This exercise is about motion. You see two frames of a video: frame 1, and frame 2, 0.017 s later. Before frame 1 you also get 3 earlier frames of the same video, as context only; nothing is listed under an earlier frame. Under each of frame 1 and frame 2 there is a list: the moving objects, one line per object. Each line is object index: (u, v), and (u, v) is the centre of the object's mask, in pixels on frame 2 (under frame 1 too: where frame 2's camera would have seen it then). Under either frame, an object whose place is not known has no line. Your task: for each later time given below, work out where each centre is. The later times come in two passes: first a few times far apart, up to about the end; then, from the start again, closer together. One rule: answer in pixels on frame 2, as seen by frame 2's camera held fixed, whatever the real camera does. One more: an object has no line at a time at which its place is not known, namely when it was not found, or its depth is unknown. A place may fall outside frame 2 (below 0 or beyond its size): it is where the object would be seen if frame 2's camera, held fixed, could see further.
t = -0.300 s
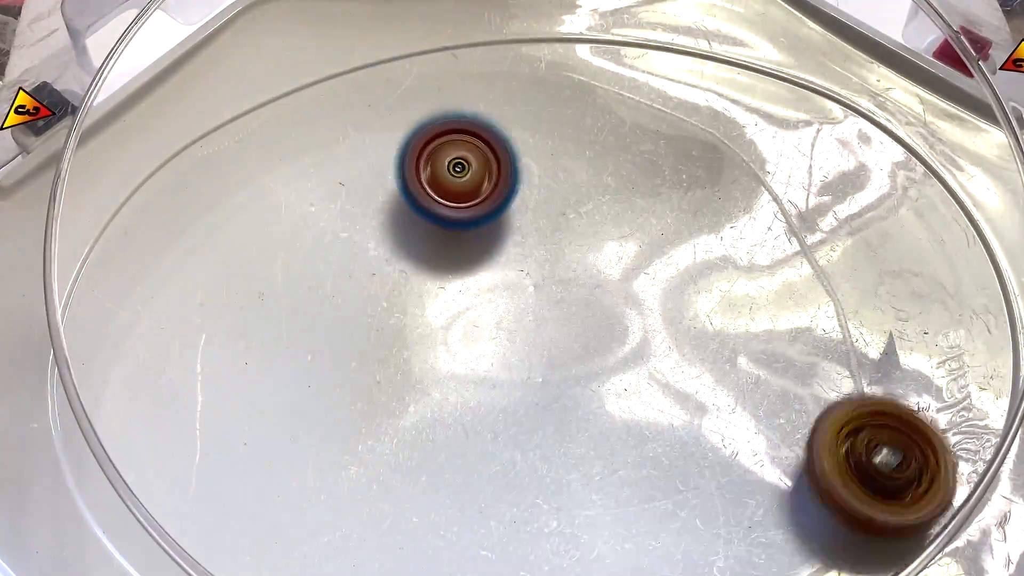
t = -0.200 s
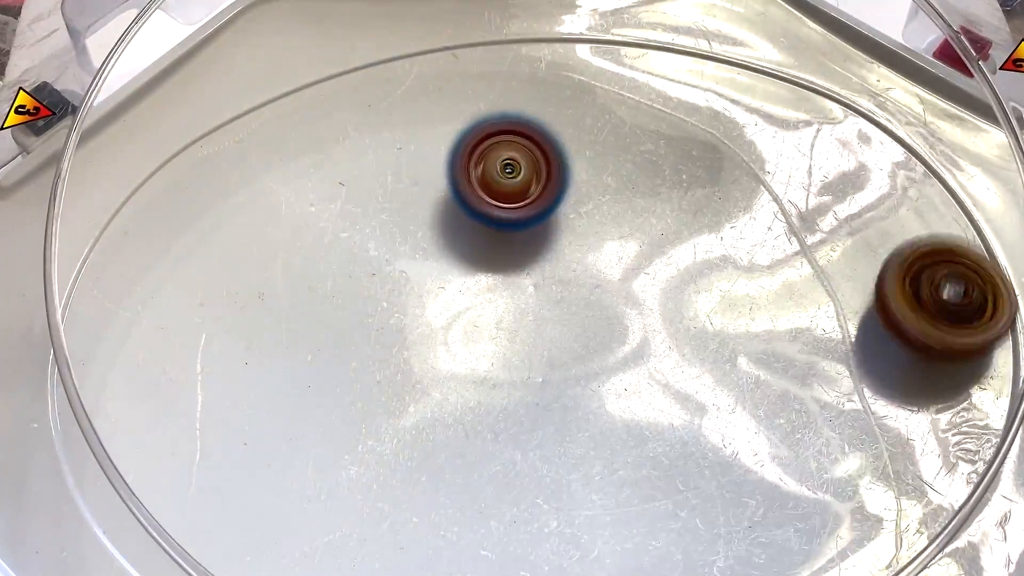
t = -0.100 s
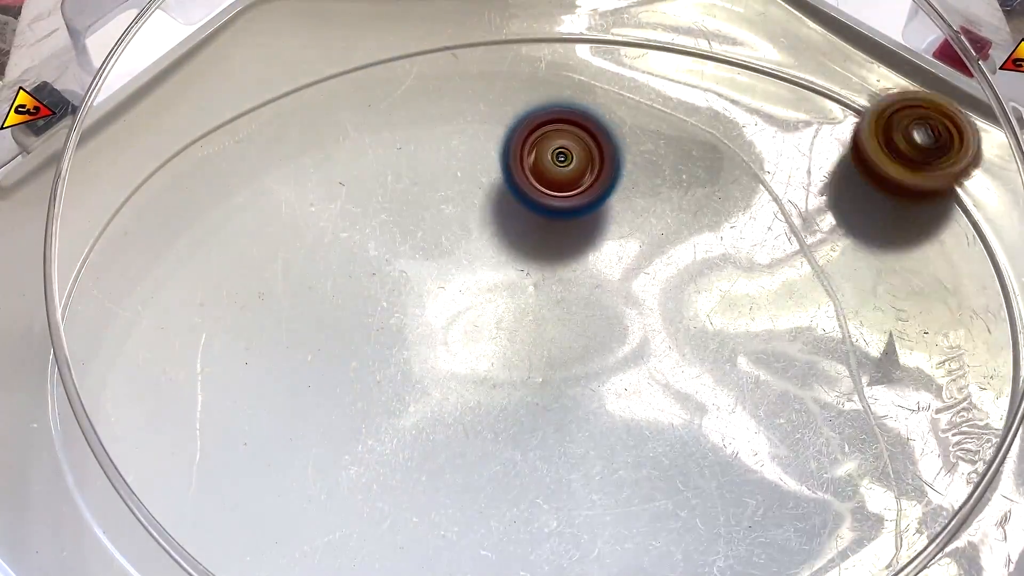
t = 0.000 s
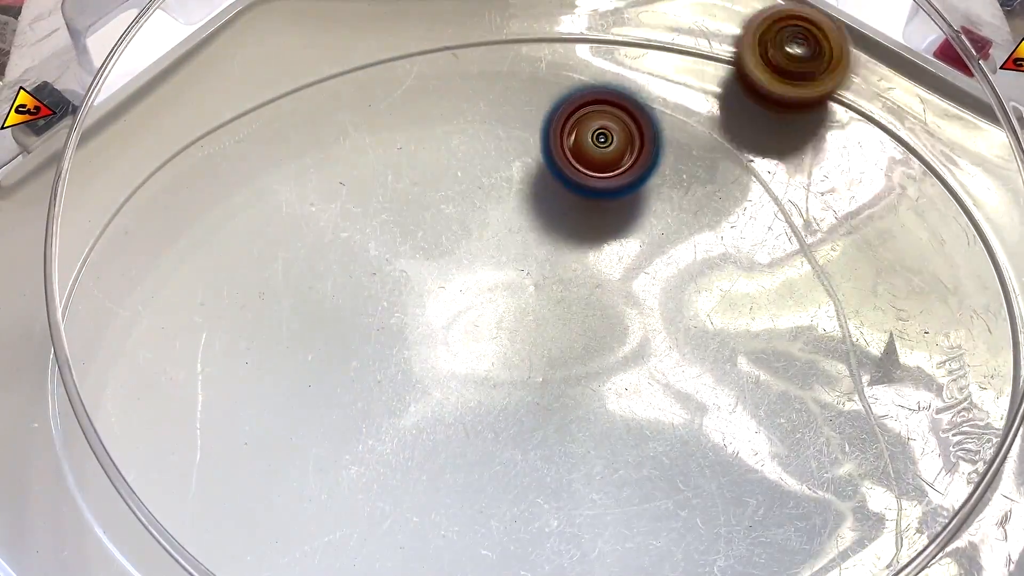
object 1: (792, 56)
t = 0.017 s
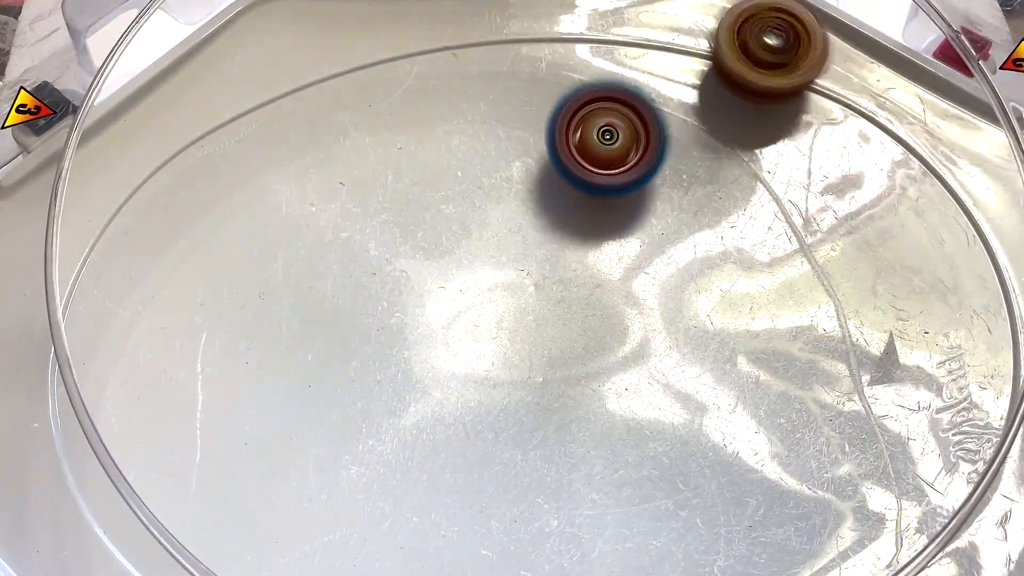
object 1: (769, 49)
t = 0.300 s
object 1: (408, 52)
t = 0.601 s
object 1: (307, 235)
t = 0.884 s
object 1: (485, 420)
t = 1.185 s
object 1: (897, 363)
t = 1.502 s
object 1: (890, 424)
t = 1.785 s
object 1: (809, 438)
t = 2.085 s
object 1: (677, 442)
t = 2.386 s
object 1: (543, 421)
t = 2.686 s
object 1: (353, 378)
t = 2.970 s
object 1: (238, 340)
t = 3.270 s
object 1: (222, 328)
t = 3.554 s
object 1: (265, 301)
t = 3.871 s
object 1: (378, 273)
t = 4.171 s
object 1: (543, 275)
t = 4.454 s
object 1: (685, 236)
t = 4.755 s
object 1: (759, 218)
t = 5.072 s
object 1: (809, 268)
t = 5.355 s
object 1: (817, 278)
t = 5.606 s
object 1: (795, 333)
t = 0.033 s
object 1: (746, 43)
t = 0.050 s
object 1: (721, 39)
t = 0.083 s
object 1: (673, 34)
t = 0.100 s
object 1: (652, 32)
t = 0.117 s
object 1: (628, 31)
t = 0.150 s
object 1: (580, 34)
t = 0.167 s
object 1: (558, 34)
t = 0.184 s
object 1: (537, 36)
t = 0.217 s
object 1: (497, 39)
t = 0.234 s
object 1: (478, 40)
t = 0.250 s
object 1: (460, 42)
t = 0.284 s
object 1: (426, 47)
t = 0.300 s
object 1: (408, 52)
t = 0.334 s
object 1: (379, 64)
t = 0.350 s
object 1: (367, 71)
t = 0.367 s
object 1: (355, 81)
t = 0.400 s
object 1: (334, 100)
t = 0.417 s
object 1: (325, 110)
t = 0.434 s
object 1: (318, 121)
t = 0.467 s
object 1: (307, 143)
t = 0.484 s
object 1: (303, 155)
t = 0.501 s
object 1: (300, 165)
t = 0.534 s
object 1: (299, 187)
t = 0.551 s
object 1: (301, 200)
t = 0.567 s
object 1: (302, 212)
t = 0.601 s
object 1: (307, 235)
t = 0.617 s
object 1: (310, 246)
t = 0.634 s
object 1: (314, 257)
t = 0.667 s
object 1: (322, 279)
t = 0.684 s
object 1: (327, 290)
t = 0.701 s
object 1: (333, 301)
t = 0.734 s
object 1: (348, 321)
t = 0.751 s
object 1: (357, 332)
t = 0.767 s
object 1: (369, 343)
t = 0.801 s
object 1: (396, 365)
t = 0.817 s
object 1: (411, 377)
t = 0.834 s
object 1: (428, 389)
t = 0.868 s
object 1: (465, 410)
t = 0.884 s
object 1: (485, 420)
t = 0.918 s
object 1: (530, 434)
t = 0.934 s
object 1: (553, 438)
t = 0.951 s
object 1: (578, 442)
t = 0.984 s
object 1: (631, 446)
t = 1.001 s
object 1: (658, 447)
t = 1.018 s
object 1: (685, 447)
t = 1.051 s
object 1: (738, 440)
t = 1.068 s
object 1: (762, 434)
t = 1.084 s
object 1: (785, 426)
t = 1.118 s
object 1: (826, 407)
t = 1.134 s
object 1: (845, 397)
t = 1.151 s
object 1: (863, 386)
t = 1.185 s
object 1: (897, 363)
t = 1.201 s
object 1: (913, 351)
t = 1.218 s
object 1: (927, 338)
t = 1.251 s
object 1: (949, 313)
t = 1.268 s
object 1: (951, 312)
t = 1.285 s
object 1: (947, 328)
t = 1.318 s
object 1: (937, 353)
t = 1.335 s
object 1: (932, 363)
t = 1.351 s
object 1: (926, 374)
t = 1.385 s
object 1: (916, 390)
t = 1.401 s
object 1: (912, 396)
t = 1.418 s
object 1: (907, 403)
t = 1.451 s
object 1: (900, 412)
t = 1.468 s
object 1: (896, 416)
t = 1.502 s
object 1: (890, 424)
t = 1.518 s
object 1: (887, 426)
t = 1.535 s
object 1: (883, 429)
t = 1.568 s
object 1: (876, 433)
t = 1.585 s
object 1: (872, 434)
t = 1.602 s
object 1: (869, 436)
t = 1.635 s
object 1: (860, 438)
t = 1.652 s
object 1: (856, 438)
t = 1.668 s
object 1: (851, 438)
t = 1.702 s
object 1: (841, 439)
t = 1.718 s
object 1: (835, 439)
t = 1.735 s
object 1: (829, 439)
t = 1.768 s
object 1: (816, 438)
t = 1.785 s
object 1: (809, 438)
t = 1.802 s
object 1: (802, 438)
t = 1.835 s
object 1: (786, 438)
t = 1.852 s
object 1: (778, 438)
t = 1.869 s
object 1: (770, 438)
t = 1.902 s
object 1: (754, 438)
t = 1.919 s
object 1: (746, 438)
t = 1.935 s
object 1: (739, 438)
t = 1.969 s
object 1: (725, 439)
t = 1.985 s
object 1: (718, 439)
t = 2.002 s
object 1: (711, 440)
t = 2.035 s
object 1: (698, 441)
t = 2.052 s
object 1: (691, 441)
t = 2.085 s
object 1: (677, 442)
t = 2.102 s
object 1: (670, 442)
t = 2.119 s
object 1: (663, 442)
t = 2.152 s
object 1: (649, 442)
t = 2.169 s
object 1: (643, 442)
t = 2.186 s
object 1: (637, 442)
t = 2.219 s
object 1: (622, 441)
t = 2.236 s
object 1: (615, 440)
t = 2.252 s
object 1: (607, 439)
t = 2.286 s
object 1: (591, 436)
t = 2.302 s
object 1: (584, 434)
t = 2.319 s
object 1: (576, 432)
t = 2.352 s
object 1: (560, 427)
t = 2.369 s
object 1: (551, 424)
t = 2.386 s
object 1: (543, 421)
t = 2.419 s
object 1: (526, 414)
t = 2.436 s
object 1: (518, 411)
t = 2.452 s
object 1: (509, 408)
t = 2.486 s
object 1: (490, 401)
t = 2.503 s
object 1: (480, 398)
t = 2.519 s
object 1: (470, 395)
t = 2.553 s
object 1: (448, 390)
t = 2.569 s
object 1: (437, 387)
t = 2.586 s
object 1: (424, 385)
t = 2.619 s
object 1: (398, 382)
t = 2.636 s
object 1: (386, 382)
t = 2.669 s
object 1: (364, 380)
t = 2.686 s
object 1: (353, 378)
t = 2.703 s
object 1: (342, 376)
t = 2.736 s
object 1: (323, 372)
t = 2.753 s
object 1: (314, 369)
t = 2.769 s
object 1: (306, 367)
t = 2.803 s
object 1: (290, 362)
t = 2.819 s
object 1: (283, 359)
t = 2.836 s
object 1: (277, 356)
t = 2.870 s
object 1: (266, 350)
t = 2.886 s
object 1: (261, 347)
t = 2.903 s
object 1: (256, 345)
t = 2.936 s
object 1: (247, 342)
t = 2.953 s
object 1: (242, 340)
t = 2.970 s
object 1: (238, 340)
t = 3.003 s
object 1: (231, 339)
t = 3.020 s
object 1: (228, 338)
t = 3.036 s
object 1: (225, 338)
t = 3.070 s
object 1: (221, 338)
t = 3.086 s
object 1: (220, 337)
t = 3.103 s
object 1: (218, 337)
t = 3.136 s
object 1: (216, 335)
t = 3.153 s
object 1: (215, 335)
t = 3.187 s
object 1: (216, 334)
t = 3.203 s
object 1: (217, 333)
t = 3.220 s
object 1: (218, 332)
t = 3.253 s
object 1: (220, 330)
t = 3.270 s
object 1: (222, 328)
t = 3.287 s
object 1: (223, 326)
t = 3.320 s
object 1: (228, 323)
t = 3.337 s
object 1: (230, 322)
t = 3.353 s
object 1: (234, 321)
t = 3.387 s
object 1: (239, 317)
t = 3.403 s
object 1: (242, 315)
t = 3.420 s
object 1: (244, 314)
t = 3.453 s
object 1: (250, 311)
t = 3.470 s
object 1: (252, 309)
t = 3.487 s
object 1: (255, 308)
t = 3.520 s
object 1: (260, 305)
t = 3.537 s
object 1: (263, 303)
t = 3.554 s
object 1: (265, 301)
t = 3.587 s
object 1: (271, 297)
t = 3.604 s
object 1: (275, 294)
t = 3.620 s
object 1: (279, 292)
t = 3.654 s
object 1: (288, 286)
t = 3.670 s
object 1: (293, 283)
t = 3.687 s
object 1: (298, 282)
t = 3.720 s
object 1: (310, 277)
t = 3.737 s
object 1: (316, 277)
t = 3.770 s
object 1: (331, 274)
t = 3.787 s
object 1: (339, 273)
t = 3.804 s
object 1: (345, 273)
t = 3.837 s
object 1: (361, 272)
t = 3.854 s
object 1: (370, 273)
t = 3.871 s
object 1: (378, 273)
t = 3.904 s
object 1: (396, 273)
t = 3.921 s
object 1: (404, 273)
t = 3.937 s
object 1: (413, 274)
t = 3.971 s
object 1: (432, 275)
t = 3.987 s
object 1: (441, 276)
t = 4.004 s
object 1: (451, 275)
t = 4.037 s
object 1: (469, 276)
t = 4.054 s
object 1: (478, 277)
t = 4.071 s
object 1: (486, 277)
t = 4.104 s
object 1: (505, 277)
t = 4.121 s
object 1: (516, 277)
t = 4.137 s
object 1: (526, 276)
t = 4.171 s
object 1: (543, 275)
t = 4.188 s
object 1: (553, 273)
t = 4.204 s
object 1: (561, 272)
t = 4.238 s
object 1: (580, 267)
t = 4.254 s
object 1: (588, 265)
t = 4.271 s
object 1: (595, 263)
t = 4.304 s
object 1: (611, 259)
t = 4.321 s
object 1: (621, 257)
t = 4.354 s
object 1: (639, 251)
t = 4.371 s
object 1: (648, 249)
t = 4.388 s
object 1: (657, 246)
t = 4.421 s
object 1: (672, 242)
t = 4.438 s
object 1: (679, 239)
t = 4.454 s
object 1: (685, 236)
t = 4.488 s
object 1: (697, 231)
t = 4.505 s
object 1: (703, 229)
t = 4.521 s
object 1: (709, 227)
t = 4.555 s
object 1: (719, 222)
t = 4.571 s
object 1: (723, 220)
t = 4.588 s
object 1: (728, 219)
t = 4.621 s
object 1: (736, 217)
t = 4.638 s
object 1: (740, 216)
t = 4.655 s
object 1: (743, 214)
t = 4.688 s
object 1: (748, 214)
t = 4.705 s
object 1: (751, 215)
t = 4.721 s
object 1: (755, 216)
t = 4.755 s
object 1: (759, 218)
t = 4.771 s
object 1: (761, 220)
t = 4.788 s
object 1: (764, 223)
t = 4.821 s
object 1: (769, 230)
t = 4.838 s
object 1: (771, 233)
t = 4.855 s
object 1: (773, 237)
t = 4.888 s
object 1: (777, 246)
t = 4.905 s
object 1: (780, 250)
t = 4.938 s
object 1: (784, 255)
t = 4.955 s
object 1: (787, 257)
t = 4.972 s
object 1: (789, 260)
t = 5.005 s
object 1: (796, 264)
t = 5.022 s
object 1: (800, 265)
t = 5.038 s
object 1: (802, 266)
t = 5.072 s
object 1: (809, 268)
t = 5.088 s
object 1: (813, 269)
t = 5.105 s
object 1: (816, 269)
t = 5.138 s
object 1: (818, 269)
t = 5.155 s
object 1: (819, 270)
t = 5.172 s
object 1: (820, 270)
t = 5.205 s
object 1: (820, 270)
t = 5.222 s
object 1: (819, 270)
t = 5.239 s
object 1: (819, 271)
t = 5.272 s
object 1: (819, 272)
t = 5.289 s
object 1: (818, 273)
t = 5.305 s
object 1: (817, 273)
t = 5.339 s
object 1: (817, 277)
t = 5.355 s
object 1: (817, 278)
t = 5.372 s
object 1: (816, 280)
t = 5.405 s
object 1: (815, 286)
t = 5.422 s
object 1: (815, 290)
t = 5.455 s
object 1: (811, 301)
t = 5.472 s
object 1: (809, 306)
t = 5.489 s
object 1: (806, 311)
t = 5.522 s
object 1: (802, 320)
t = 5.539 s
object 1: (800, 323)
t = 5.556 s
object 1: (797, 327)
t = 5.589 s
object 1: (796, 331)
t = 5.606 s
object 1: (795, 333)
